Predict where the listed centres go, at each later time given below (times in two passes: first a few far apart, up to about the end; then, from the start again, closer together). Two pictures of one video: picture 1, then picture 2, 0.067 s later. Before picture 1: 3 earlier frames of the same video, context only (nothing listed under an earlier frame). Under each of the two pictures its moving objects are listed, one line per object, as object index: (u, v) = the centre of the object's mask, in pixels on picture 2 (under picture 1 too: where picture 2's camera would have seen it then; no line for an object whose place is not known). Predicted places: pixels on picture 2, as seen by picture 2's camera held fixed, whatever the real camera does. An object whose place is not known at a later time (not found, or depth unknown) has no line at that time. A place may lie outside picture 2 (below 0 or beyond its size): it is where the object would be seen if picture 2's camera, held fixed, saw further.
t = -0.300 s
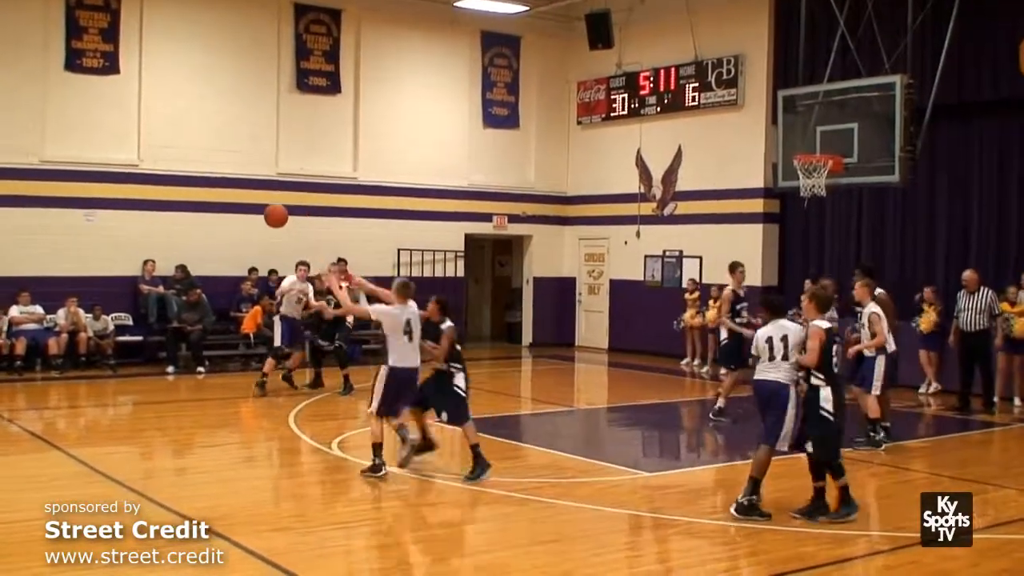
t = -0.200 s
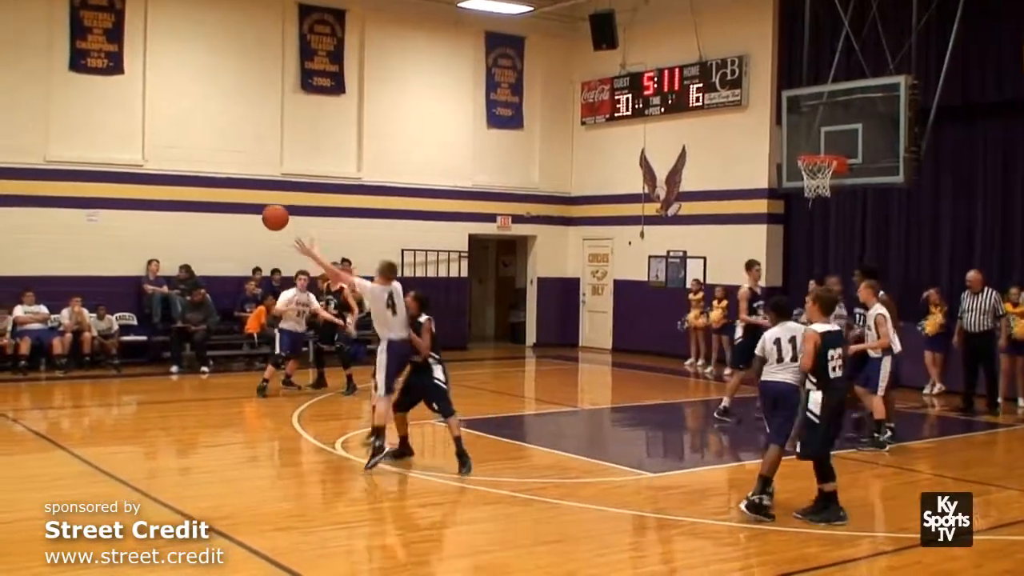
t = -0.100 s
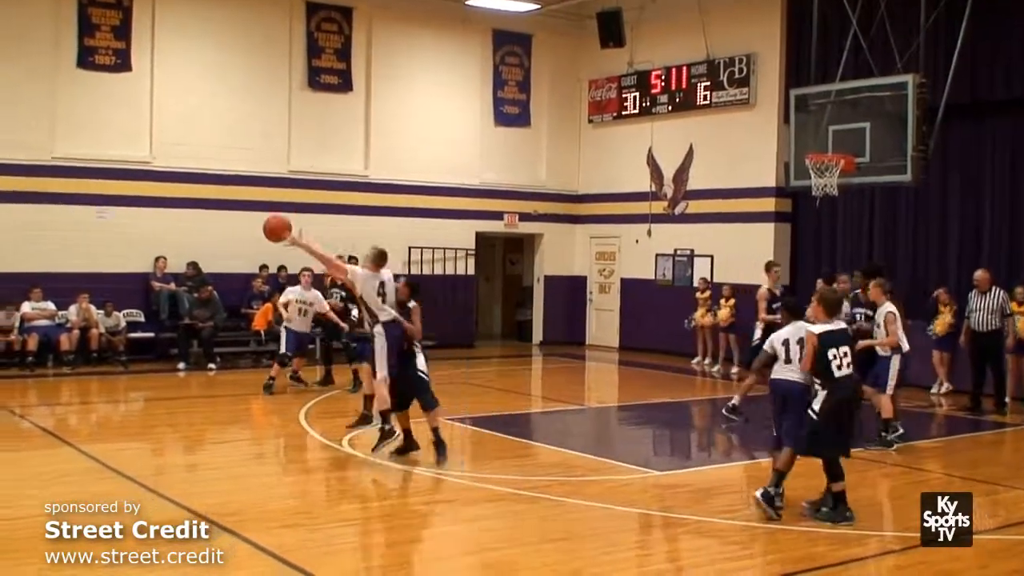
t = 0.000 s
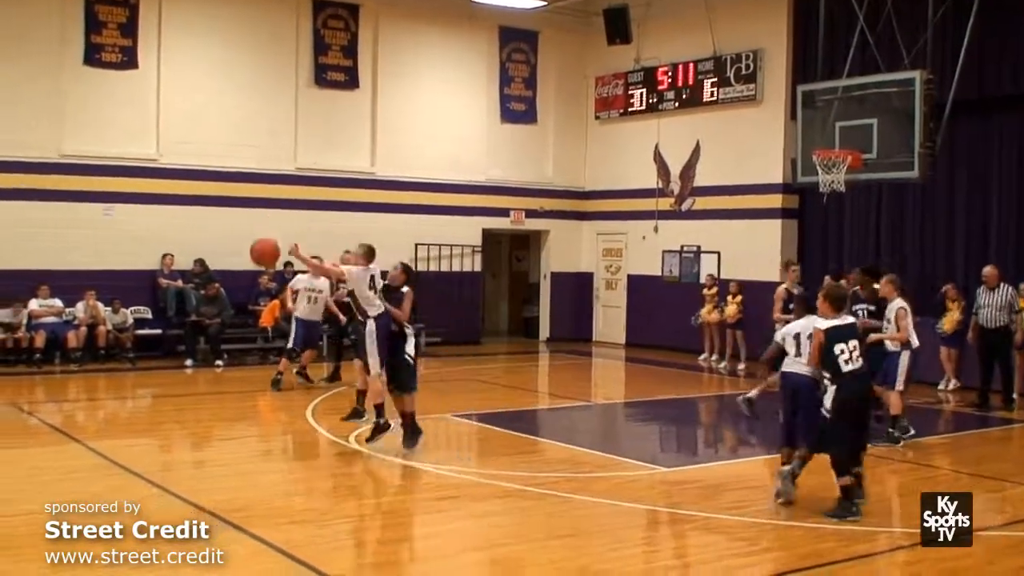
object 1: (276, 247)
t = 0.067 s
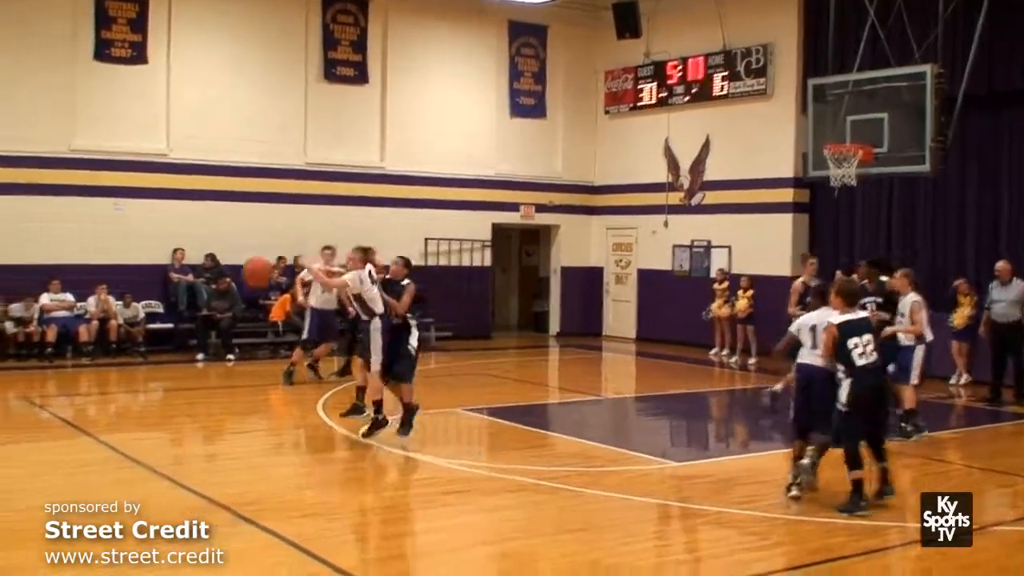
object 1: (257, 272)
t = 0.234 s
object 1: (210, 365)
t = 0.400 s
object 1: (159, 472)
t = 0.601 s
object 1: (102, 375)
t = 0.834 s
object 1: (24, 323)
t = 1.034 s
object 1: (-58, 348)
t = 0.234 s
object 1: (210, 365)
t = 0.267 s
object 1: (200, 391)
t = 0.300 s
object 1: (188, 417)
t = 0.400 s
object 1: (159, 472)
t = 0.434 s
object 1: (149, 453)
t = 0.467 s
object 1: (141, 438)
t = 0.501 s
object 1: (131, 420)
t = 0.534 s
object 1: (122, 404)
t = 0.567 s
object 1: (112, 389)
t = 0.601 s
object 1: (102, 375)
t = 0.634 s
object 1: (91, 363)
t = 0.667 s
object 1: (81, 352)
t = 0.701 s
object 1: (70, 344)
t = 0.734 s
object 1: (59, 337)
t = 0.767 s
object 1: (48, 330)
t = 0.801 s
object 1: (36, 327)
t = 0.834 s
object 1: (24, 323)
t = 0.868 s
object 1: (11, 323)
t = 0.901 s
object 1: (-2, 324)
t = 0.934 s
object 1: (-15, 327)
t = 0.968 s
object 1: (-29, 333)
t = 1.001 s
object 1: (-42, 339)
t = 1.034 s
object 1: (-58, 348)
